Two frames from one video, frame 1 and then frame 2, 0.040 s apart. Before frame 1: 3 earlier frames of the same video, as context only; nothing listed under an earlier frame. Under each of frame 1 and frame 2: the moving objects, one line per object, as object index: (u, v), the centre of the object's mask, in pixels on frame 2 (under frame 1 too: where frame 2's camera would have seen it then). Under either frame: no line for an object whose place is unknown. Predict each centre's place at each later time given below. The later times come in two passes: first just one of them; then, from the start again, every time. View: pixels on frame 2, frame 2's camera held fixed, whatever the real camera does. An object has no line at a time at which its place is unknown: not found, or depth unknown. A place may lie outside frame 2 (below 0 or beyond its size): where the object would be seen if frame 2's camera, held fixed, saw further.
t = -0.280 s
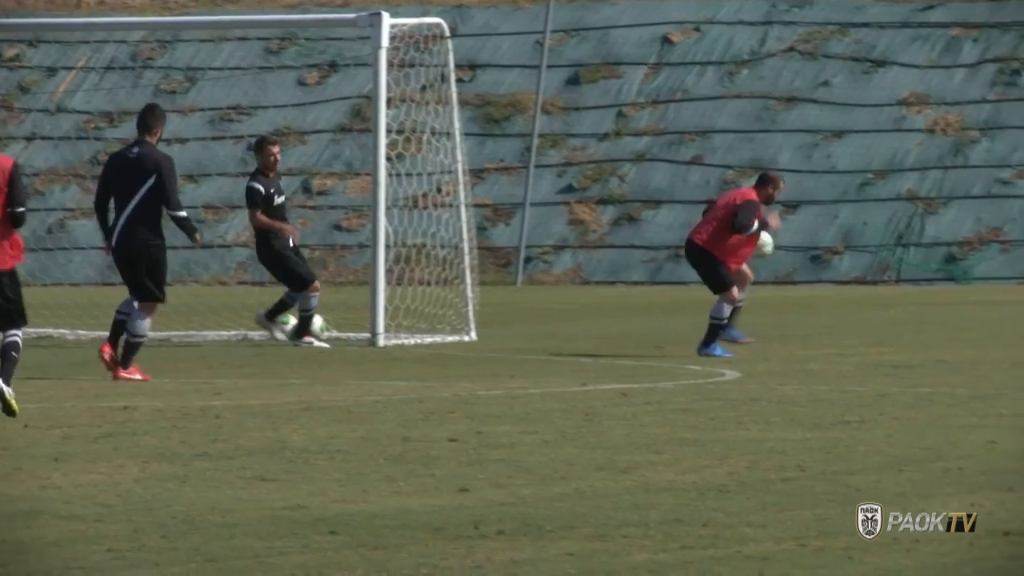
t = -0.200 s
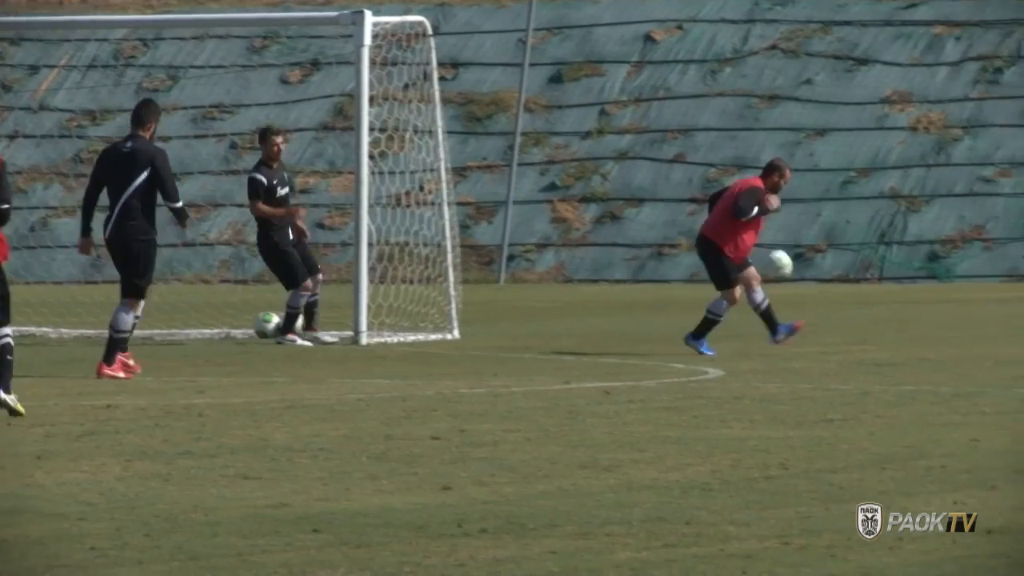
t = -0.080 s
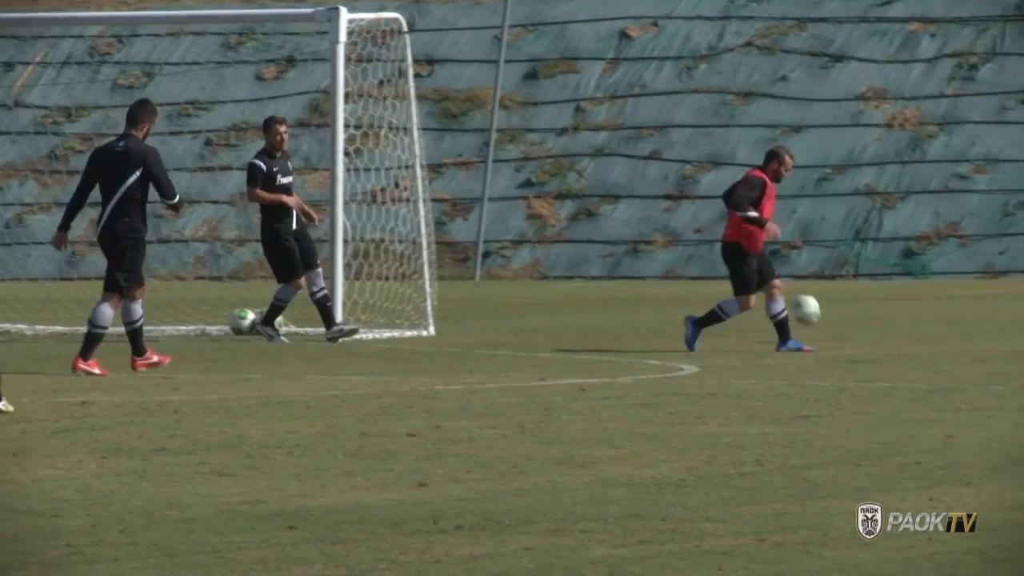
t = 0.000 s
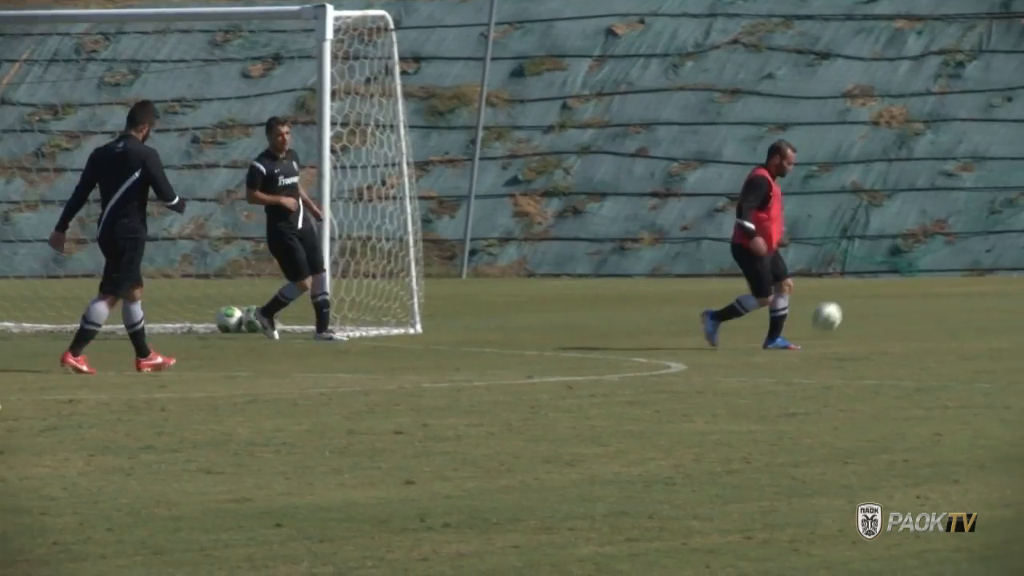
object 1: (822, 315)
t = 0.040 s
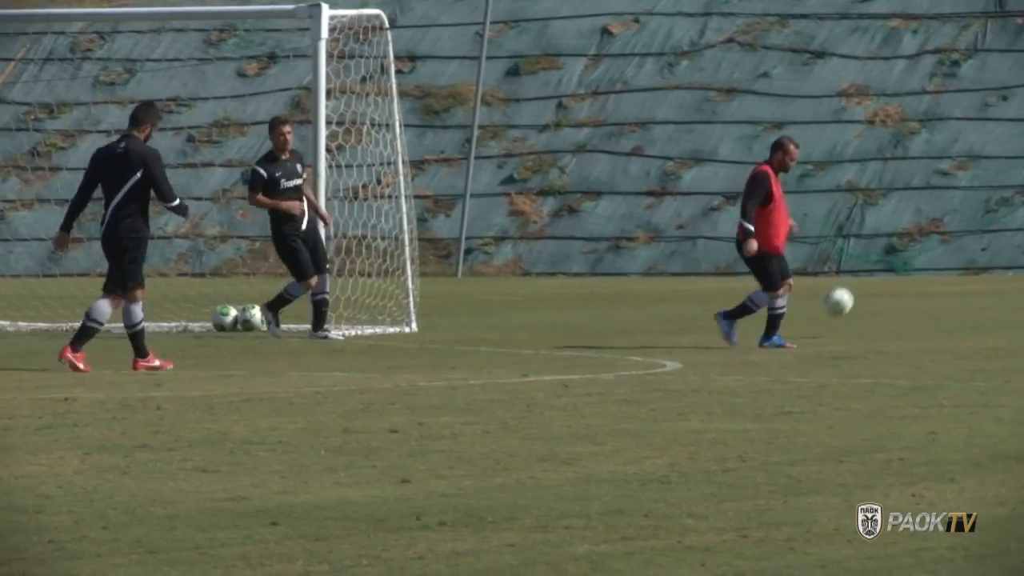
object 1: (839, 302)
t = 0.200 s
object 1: (905, 272)
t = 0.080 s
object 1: (855, 292)
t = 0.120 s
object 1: (871, 283)
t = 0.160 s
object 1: (888, 276)
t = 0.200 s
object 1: (905, 272)
